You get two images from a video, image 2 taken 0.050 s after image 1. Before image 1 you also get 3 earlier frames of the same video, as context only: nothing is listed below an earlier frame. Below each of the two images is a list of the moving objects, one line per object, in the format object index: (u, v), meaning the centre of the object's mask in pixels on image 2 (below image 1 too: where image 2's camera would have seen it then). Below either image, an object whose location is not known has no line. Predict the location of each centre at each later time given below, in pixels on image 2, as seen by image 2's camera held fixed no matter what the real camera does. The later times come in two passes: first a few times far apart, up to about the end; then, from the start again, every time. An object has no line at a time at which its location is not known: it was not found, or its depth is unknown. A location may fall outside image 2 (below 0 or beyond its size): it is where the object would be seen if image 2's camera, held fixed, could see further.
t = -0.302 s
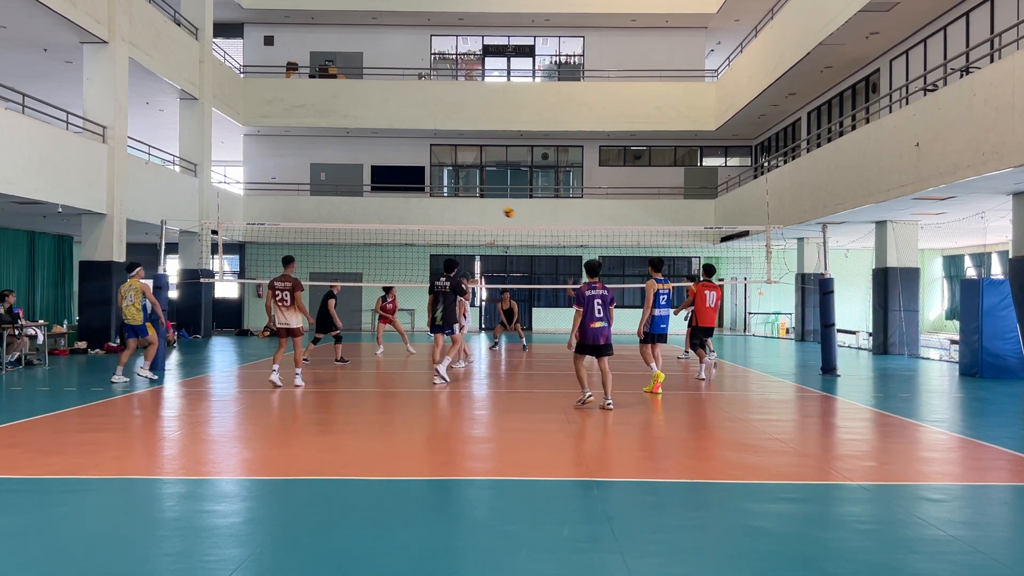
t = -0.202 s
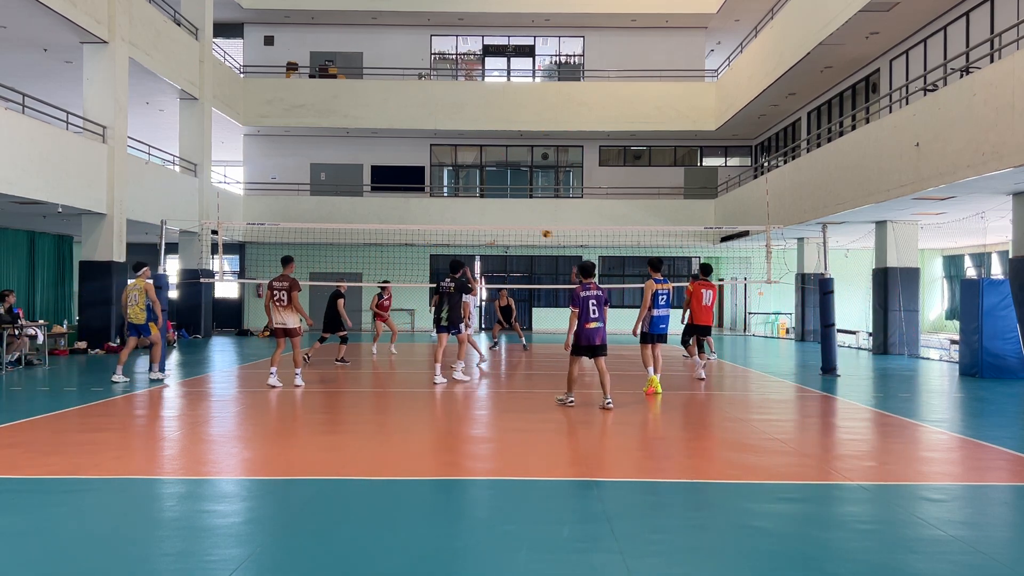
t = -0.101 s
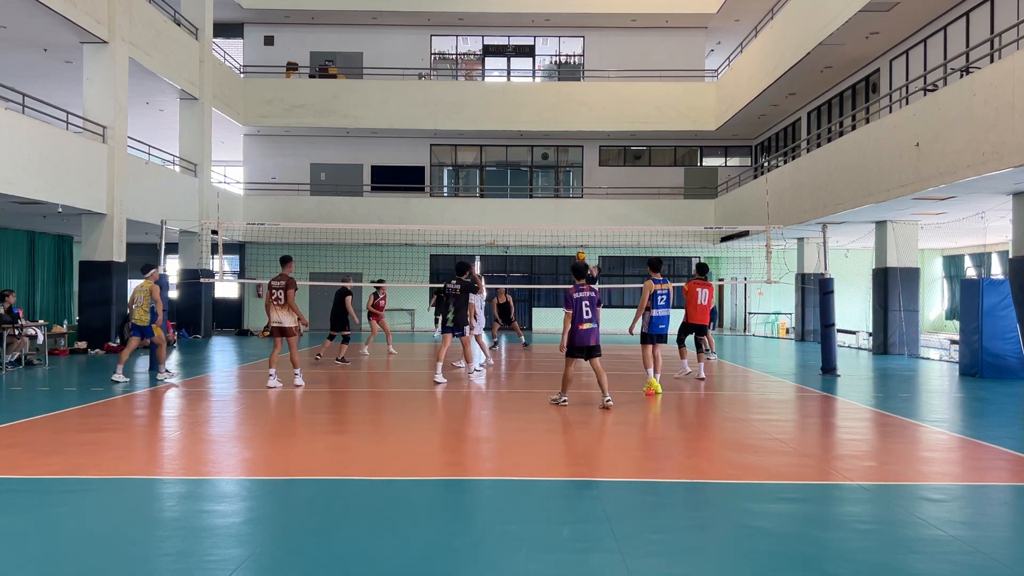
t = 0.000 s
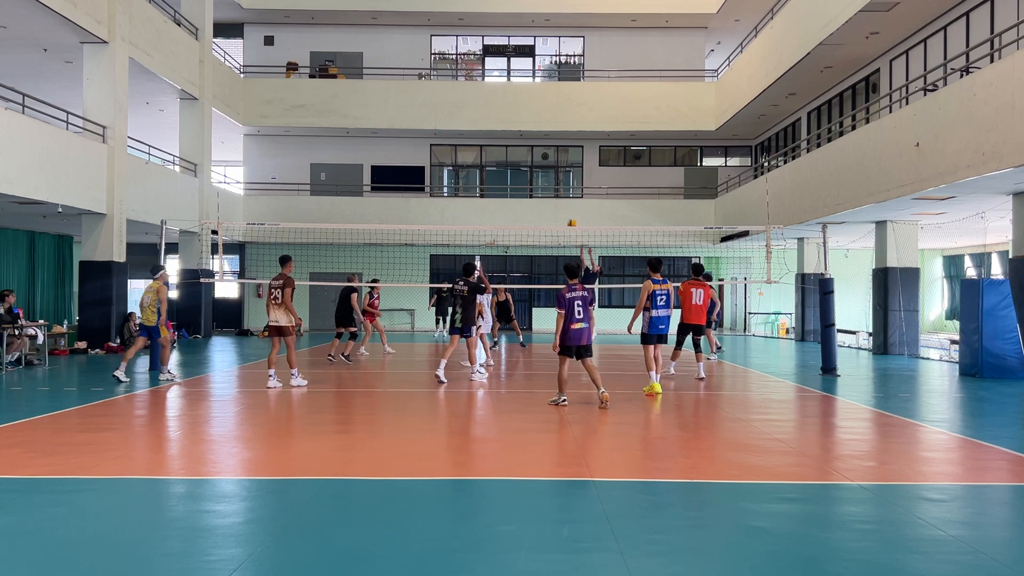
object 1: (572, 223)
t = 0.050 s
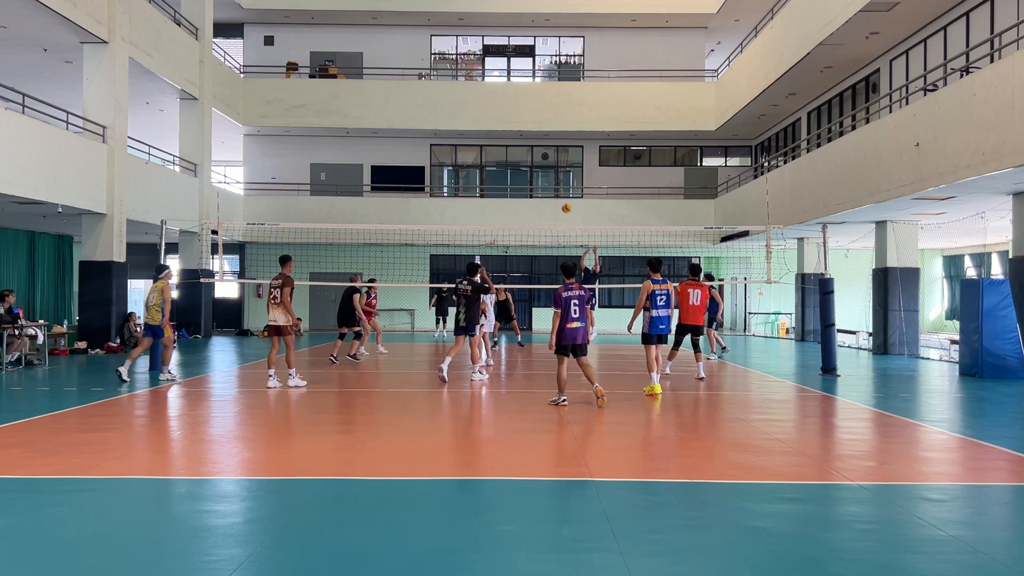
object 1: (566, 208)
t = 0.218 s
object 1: (548, 163)
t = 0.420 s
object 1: (527, 125)
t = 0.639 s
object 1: (504, 104)
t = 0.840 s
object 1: (483, 103)
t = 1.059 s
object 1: (459, 125)
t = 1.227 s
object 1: (439, 162)
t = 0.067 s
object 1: (564, 203)
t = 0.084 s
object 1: (562, 198)
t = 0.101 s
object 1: (560, 194)
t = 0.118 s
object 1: (559, 189)
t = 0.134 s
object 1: (558, 184)
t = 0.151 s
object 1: (556, 180)
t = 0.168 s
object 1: (554, 175)
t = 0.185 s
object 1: (552, 171)
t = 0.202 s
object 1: (550, 167)
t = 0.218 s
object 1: (548, 163)
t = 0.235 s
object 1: (546, 159)
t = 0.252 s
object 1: (545, 155)
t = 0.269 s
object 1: (544, 153)
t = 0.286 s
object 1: (541, 148)
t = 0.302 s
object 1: (540, 145)
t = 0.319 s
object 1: (538, 142)
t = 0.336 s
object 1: (536, 139)
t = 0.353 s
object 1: (534, 136)
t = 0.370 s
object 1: (533, 133)
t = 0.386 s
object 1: (531, 130)
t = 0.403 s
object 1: (529, 127)
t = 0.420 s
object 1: (527, 125)
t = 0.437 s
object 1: (525, 123)
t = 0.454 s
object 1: (524, 121)
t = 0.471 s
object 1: (522, 119)
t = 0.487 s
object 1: (520, 116)
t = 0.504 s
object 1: (518, 115)
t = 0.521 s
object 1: (517, 113)
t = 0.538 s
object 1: (515, 111)
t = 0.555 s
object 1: (513, 110)
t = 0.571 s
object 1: (512, 108)
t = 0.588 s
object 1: (510, 107)
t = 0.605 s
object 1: (508, 106)
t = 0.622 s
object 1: (506, 105)
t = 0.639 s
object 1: (504, 104)
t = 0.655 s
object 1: (503, 103)
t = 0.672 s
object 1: (501, 103)
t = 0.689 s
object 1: (499, 102)
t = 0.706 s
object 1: (497, 102)
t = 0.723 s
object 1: (496, 102)
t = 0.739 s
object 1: (494, 102)
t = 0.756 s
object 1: (492, 102)
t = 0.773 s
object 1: (490, 102)
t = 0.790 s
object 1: (488, 102)
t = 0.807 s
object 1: (486, 102)
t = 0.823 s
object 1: (485, 103)
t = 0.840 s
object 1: (483, 103)
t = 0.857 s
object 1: (481, 104)
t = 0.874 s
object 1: (479, 106)
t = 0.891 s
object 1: (478, 107)
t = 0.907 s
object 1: (476, 108)
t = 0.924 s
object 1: (474, 109)
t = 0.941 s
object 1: (472, 111)
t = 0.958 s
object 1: (470, 113)
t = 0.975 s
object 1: (468, 114)
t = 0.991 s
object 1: (467, 116)
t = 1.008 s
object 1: (465, 118)
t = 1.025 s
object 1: (463, 121)
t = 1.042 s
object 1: (461, 123)
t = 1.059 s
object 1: (459, 125)
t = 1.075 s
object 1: (457, 128)
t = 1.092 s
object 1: (456, 130)
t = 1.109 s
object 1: (454, 134)
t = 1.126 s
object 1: (452, 137)
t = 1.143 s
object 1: (450, 140)
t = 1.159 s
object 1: (446, 147)
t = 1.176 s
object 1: (445, 150)
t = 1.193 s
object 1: (443, 154)
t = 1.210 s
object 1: (441, 158)
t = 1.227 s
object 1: (439, 162)
